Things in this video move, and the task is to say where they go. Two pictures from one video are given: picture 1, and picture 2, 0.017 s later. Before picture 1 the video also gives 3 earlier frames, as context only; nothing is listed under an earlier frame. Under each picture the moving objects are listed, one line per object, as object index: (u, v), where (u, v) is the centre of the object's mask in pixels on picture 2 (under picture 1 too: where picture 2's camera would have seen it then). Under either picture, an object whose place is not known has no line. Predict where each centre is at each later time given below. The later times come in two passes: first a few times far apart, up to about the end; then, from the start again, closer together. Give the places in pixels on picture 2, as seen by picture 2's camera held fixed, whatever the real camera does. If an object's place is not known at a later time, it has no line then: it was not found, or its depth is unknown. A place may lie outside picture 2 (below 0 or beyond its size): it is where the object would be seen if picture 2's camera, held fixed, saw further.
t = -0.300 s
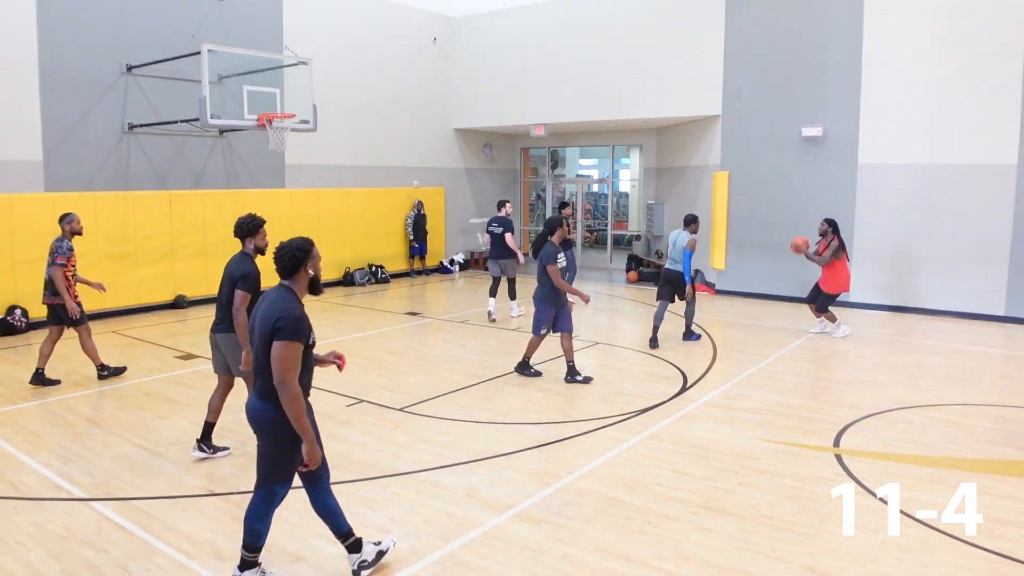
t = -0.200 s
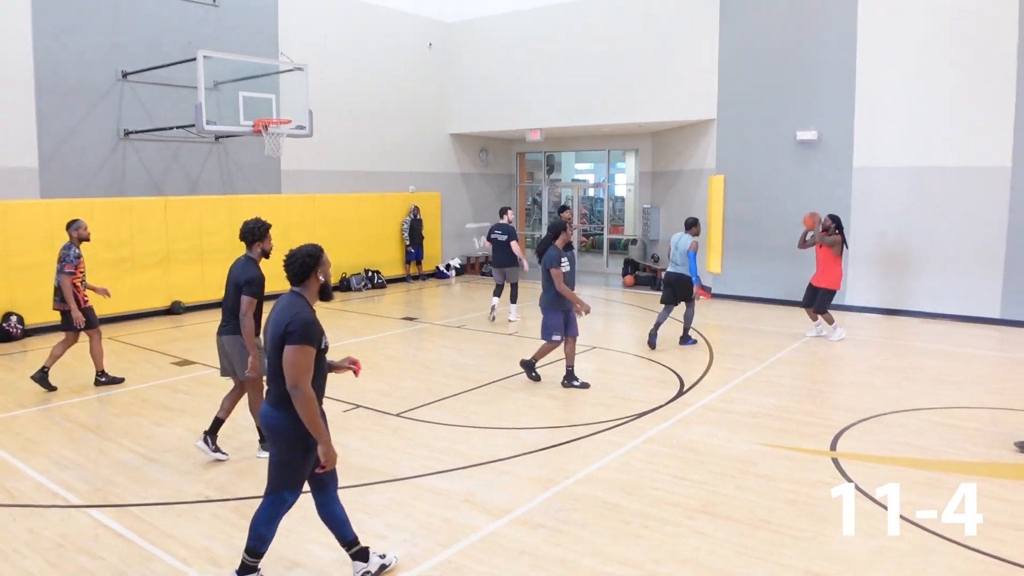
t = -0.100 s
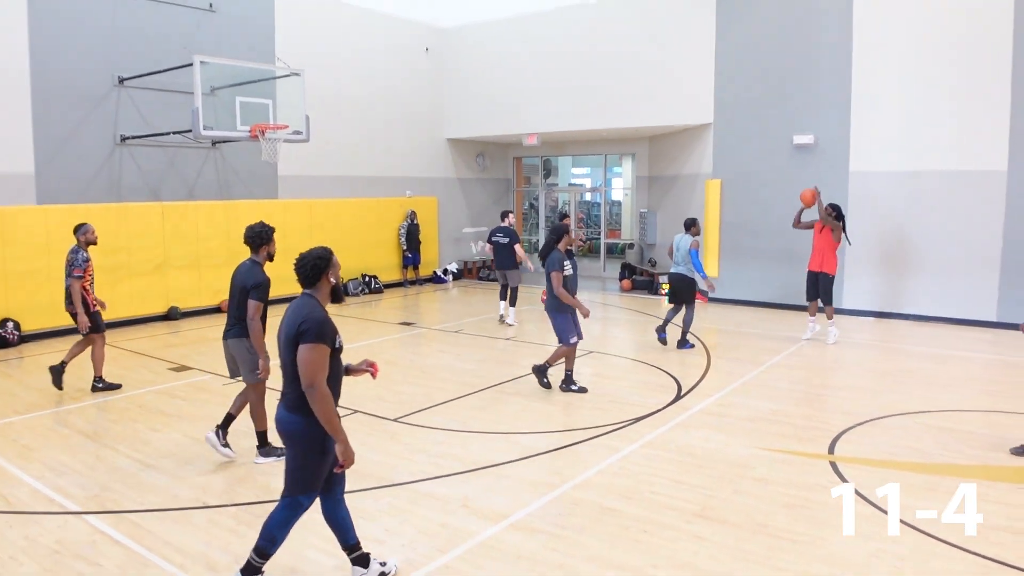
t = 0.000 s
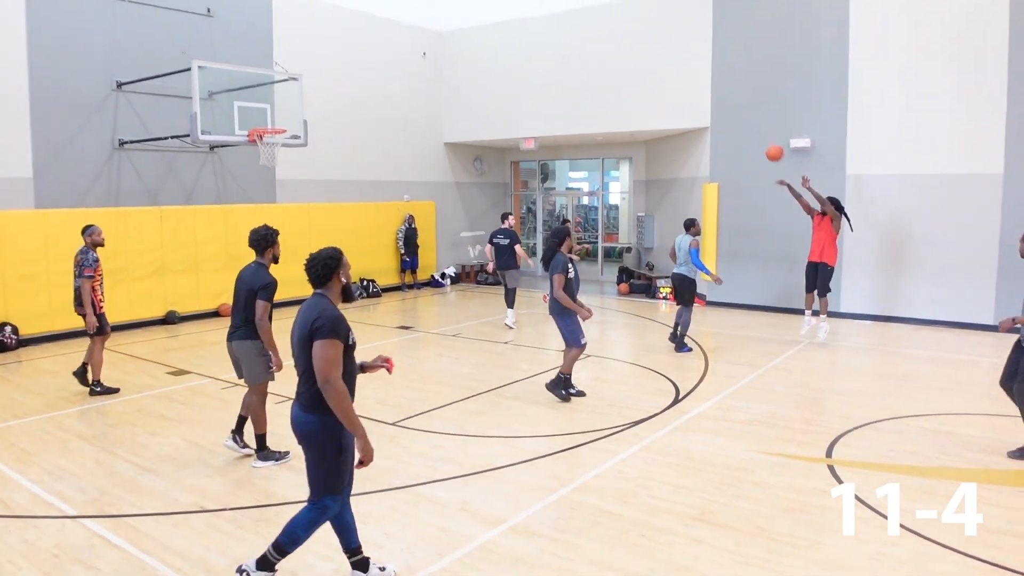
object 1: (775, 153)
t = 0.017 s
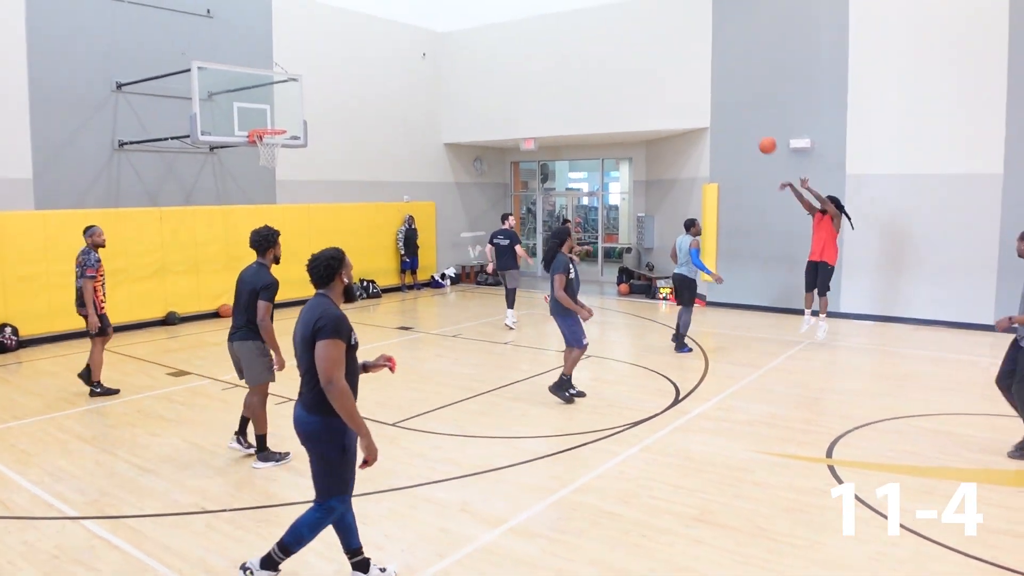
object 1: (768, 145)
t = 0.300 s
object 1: (647, 42)
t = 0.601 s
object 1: (520, -2)
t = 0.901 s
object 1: (398, 20)
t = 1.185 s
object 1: (290, 97)
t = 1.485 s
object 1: (261, 109)
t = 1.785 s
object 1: (236, 99)
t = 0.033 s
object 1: (760, 137)
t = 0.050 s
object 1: (753, 130)
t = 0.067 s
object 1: (747, 122)
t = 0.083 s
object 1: (740, 115)
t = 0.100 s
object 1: (732, 109)
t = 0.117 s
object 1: (725, 102)
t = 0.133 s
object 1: (718, 95)
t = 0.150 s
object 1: (712, 89)
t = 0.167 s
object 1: (704, 83)
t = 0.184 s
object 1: (697, 77)
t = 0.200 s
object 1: (690, 71)
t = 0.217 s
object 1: (682, 66)
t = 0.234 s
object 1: (676, 61)
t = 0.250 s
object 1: (668, 56)
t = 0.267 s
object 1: (661, 51)
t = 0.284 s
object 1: (654, 46)
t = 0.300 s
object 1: (647, 42)
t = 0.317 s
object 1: (640, 38)
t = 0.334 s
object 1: (633, 34)
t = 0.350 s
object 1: (625, 30)
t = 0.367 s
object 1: (618, 26)
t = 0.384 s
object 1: (611, 23)
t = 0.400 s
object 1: (604, 20)
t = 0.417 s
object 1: (597, 17)
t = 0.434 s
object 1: (590, 14)
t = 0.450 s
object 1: (583, 12)
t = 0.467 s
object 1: (576, 9)
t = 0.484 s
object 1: (569, 7)
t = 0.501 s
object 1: (562, 5)
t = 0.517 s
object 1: (555, 3)
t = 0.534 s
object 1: (548, 2)
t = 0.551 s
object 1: (541, 1)
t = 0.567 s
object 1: (534, 0)
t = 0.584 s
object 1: (527, -1)
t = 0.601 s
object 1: (520, -2)
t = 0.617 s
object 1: (513, -3)
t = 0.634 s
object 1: (506, -3)
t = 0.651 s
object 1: (499, -3)
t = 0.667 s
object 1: (493, -3)
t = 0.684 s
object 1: (486, -2)
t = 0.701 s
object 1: (479, -2)
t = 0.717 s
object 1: (472, -1)
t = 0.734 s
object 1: (465, 0)
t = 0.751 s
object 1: (458, 1)
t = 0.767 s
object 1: (451, 2)
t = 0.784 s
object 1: (445, 4)
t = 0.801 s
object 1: (438, 5)
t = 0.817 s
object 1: (431, 7)
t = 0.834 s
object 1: (425, 9)
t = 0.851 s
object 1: (418, 12)
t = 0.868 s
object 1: (411, 14)
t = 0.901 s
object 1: (398, 20)
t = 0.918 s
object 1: (392, 23)
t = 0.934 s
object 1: (385, 26)
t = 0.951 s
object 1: (378, 29)
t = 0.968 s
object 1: (372, 33)
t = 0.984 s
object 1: (365, 37)
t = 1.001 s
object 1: (359, 41)
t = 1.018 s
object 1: (353, 45)
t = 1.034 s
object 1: (346, 50)
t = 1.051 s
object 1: (340, 54)
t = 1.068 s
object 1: (334, 59)
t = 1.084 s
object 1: (327, 64)
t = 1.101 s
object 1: (321, 69)
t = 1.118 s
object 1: (315, 74)
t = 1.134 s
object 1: (308, 80)
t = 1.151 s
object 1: (302, 86)
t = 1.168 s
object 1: (296, 91)
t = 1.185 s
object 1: (290, 97)
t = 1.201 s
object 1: (284, 103)
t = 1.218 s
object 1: (278, 110)
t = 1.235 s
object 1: (272, 116)
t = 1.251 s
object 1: (266, 122)
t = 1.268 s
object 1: (263, 126)
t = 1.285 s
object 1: (265, 125)
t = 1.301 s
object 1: (270, 125)
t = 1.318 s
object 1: (272, 126)
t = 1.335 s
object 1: (272, 125)
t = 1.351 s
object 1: (271, 125)
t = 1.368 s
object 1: (270, 124)
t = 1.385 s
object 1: (269, 123)
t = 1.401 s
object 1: (267, 122)
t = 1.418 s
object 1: (266, 119)
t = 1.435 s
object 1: (265, 116)
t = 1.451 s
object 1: (264, 114)
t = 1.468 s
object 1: (262, 111)
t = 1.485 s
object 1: (261, 109)
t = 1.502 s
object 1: (259, 107)
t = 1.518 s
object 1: (258, 105)
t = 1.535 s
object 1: (257, 103)
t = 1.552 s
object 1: (255, 101)
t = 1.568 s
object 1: (254, 100)
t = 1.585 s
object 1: (253, 99)
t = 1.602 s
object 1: (251, 98)
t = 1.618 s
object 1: (250, 97)
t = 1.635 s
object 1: (248, 96)
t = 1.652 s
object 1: (247, 95)
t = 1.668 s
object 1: (246, 95)
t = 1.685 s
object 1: (244, 95)
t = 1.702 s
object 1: (243, 95)
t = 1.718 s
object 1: (242, 95)
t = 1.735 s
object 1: (240, 96)
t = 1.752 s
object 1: (239, 97)
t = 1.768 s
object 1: (237, 98)
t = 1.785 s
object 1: (236, 99)
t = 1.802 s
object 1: (234, 100)
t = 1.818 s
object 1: (233, 102)
